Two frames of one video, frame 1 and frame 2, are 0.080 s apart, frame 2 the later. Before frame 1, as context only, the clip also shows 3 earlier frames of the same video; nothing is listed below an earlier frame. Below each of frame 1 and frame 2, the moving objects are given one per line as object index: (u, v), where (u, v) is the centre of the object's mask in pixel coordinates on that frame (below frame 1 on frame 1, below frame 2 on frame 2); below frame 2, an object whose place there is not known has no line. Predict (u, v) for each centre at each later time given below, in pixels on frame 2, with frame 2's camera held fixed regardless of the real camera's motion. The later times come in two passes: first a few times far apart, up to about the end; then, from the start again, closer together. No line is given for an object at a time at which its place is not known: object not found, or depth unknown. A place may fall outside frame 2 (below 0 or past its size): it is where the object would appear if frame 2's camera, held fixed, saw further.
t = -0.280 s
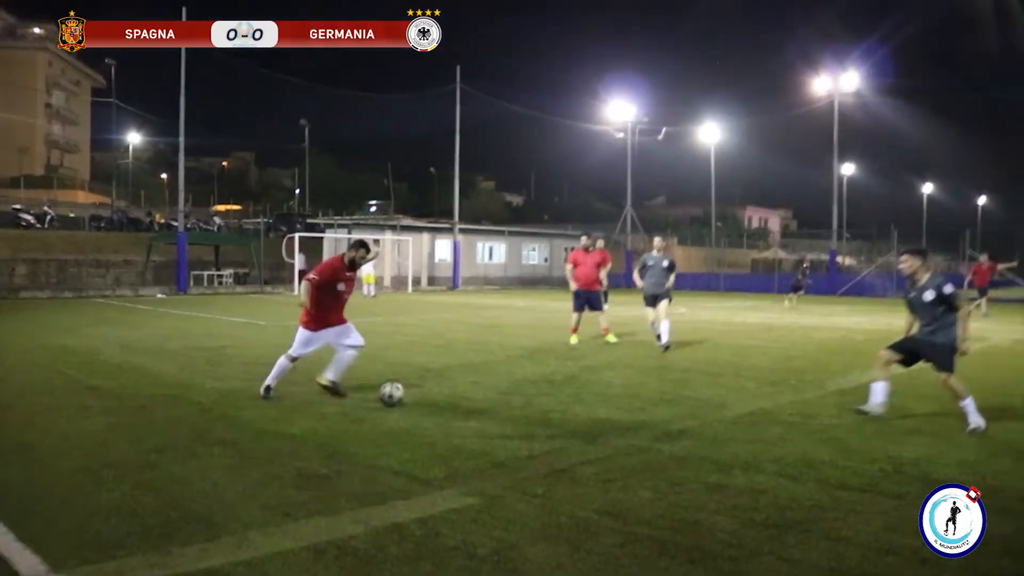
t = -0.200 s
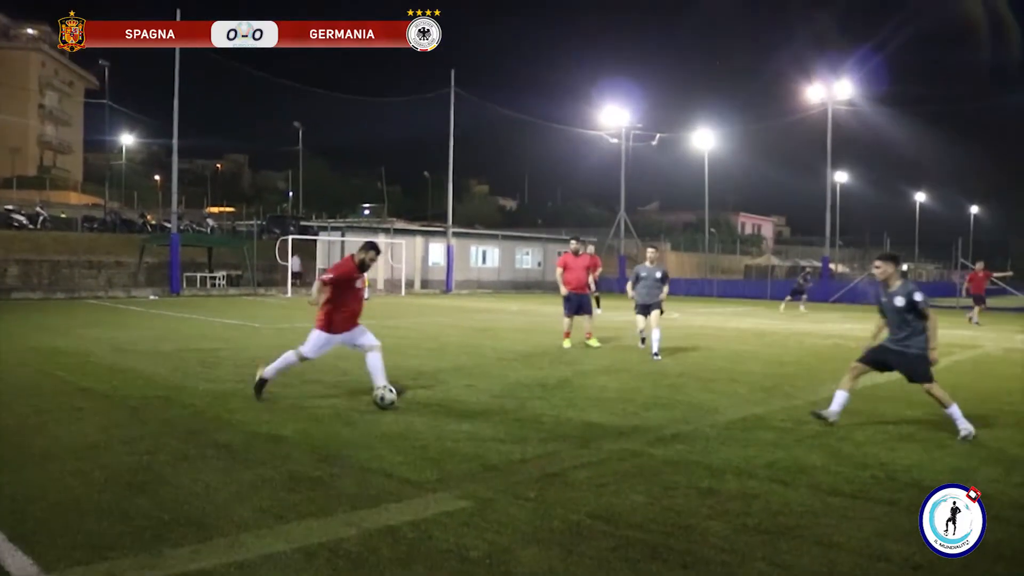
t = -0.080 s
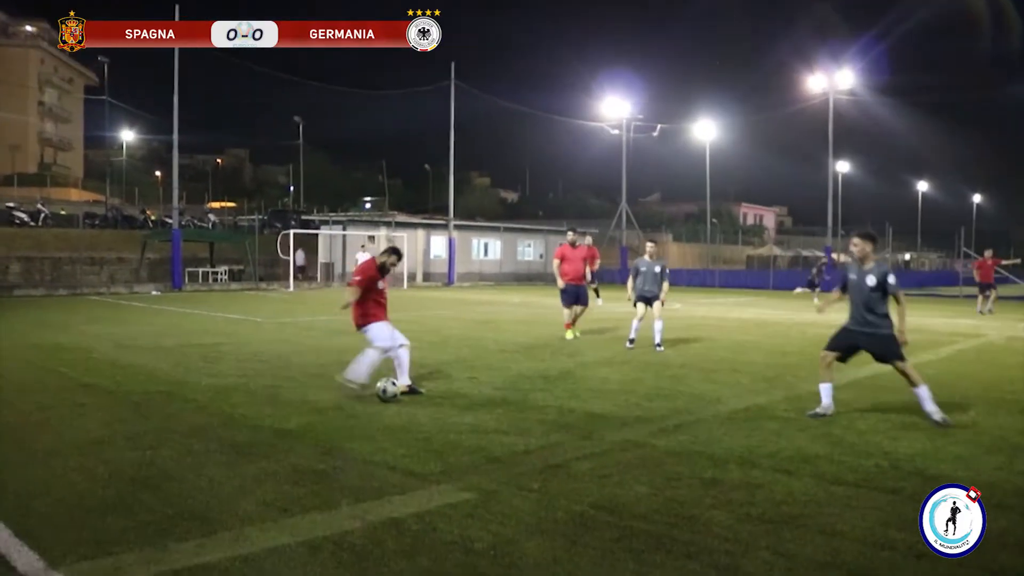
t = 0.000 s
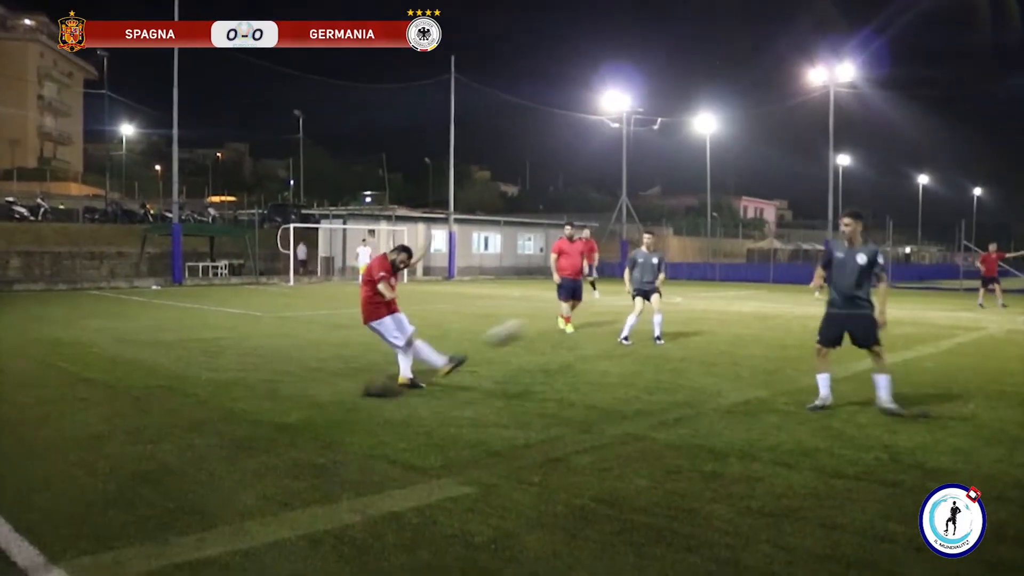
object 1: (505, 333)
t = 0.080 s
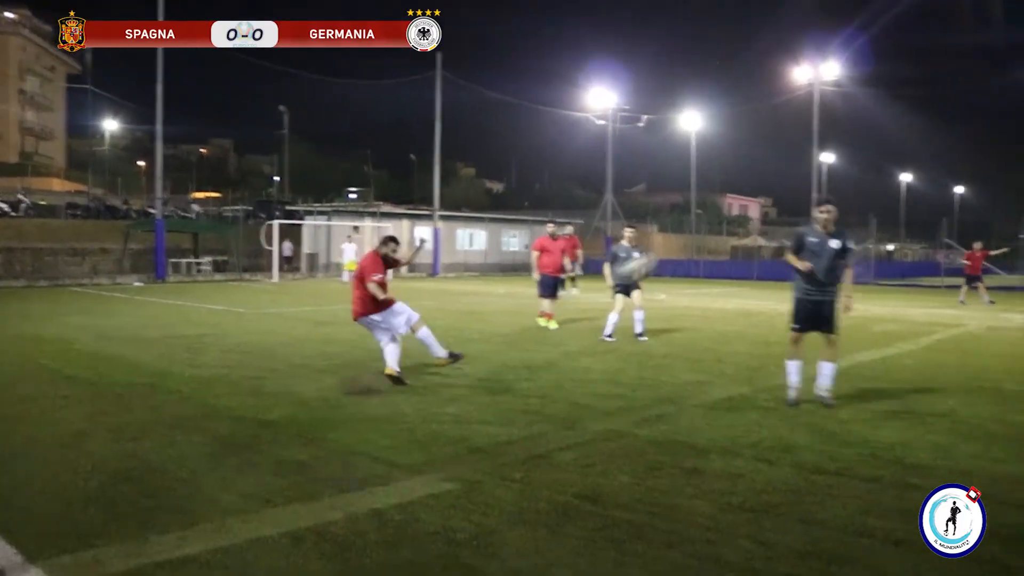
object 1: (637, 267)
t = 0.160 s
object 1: (778, 212)
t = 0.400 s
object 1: (1153, 90)
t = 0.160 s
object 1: (778, 212)
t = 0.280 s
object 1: (976, 142)
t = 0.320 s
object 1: (1037, 124)
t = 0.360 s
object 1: (1096, 106)
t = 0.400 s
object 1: (1153, 90)
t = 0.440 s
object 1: (1207, 76)
